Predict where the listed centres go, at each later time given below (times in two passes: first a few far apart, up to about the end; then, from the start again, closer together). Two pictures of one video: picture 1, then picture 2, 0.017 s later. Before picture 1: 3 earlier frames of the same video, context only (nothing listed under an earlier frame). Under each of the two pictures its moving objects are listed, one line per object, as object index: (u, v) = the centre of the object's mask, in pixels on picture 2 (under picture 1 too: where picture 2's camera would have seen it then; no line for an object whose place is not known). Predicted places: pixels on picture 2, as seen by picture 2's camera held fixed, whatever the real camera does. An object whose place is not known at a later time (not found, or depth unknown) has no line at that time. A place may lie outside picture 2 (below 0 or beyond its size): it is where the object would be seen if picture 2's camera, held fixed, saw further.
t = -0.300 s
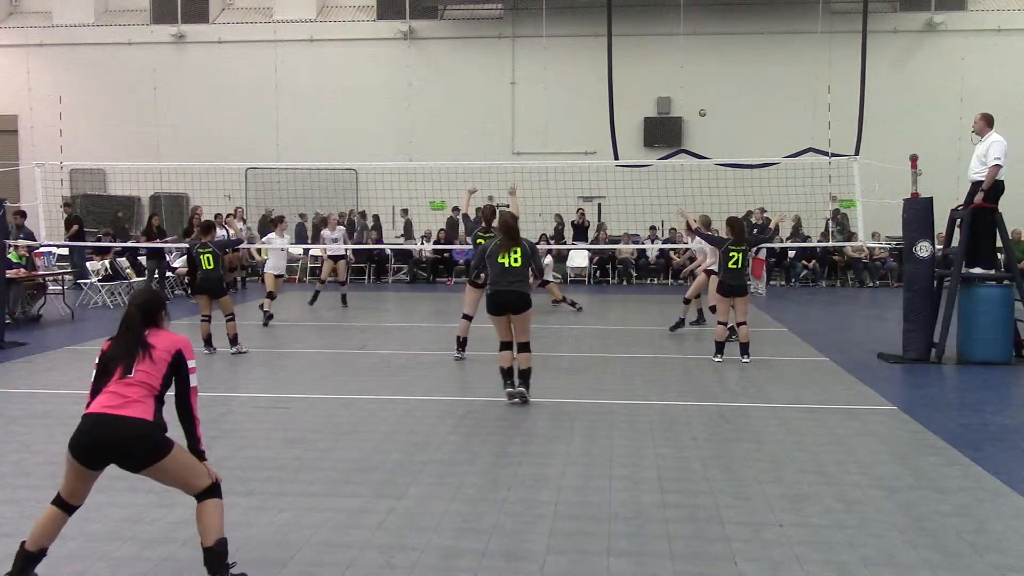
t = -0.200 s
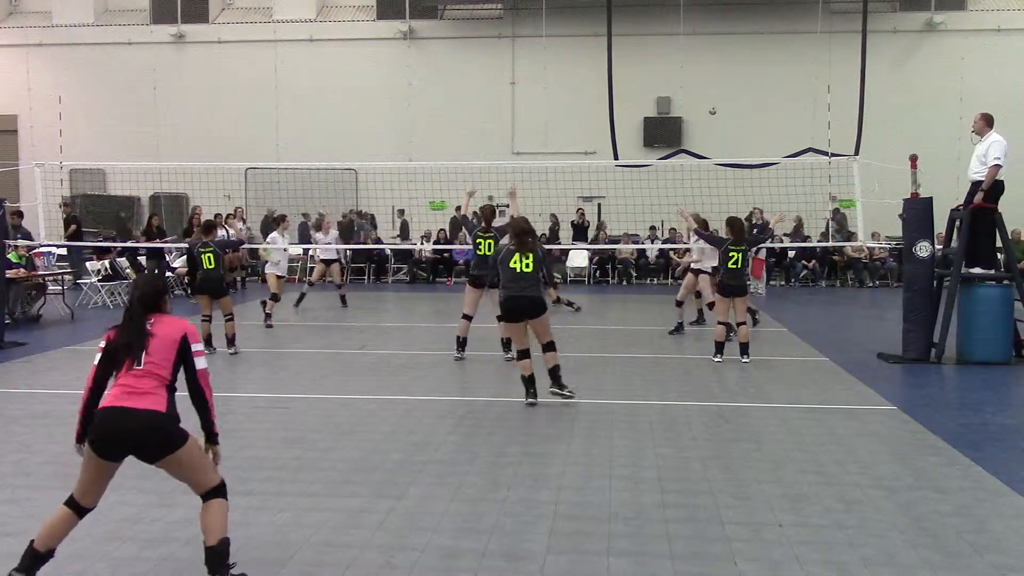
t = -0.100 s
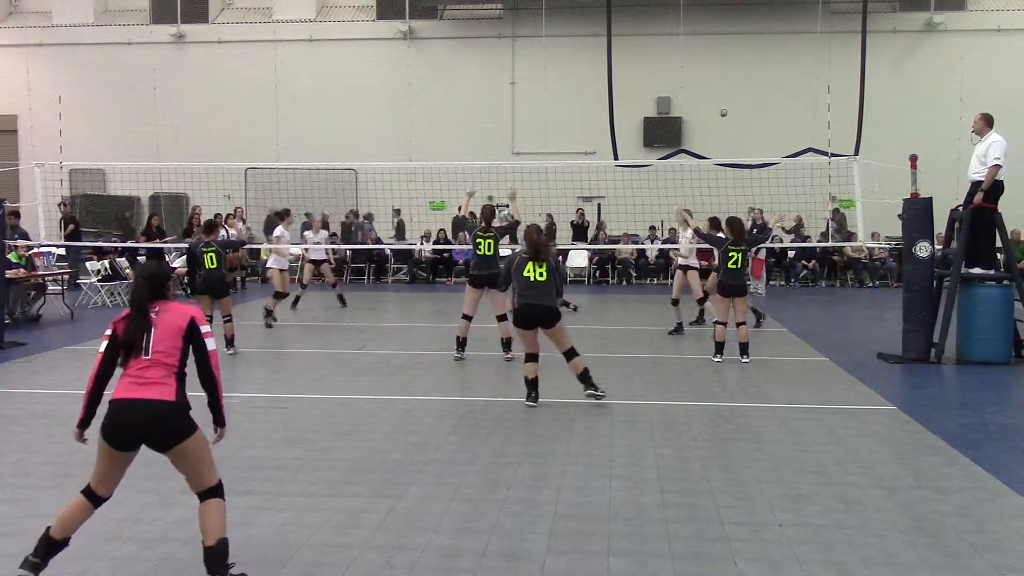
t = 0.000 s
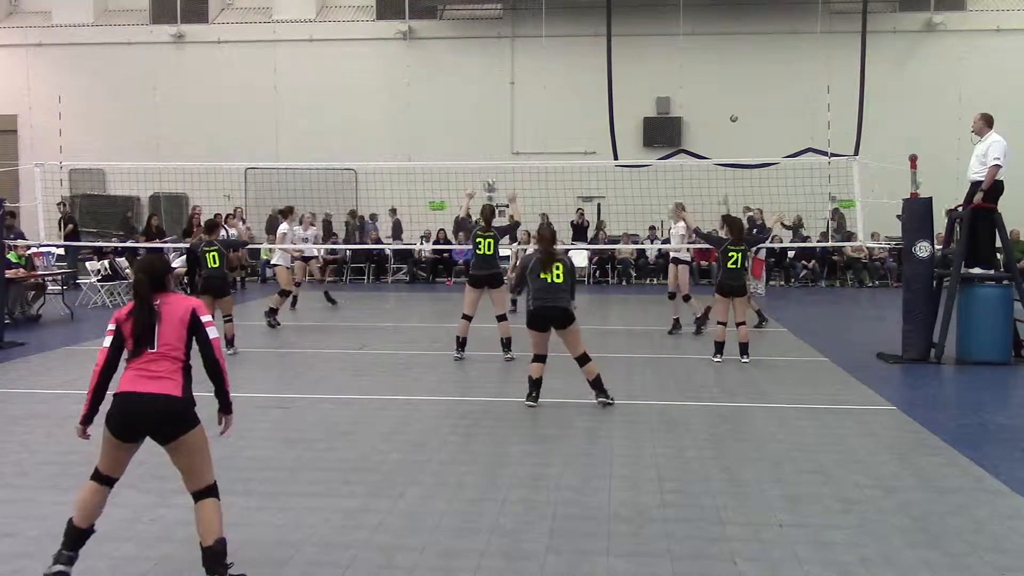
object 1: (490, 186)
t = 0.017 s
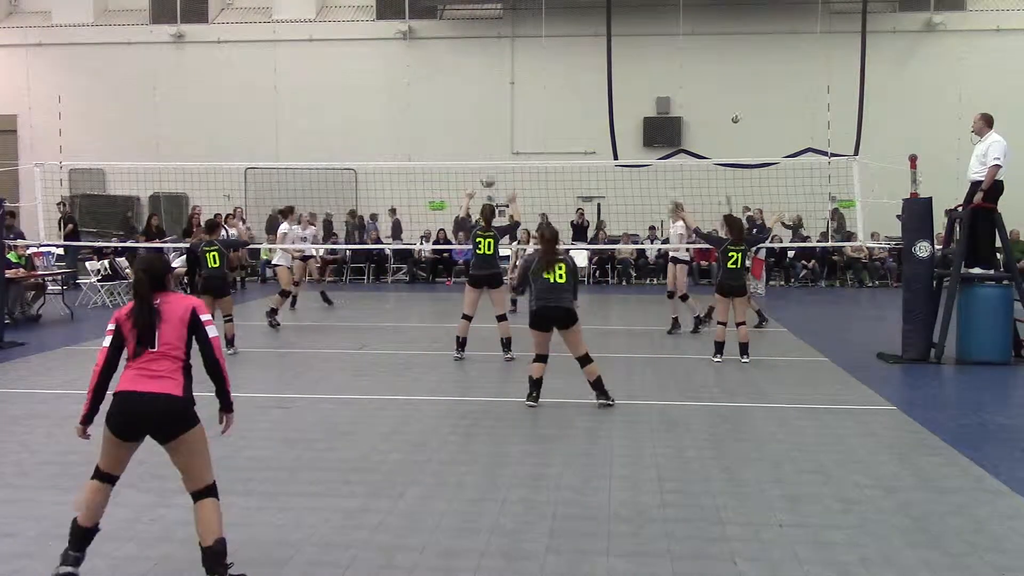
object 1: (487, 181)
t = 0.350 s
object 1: (439, 120)
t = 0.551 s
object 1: (409, 118)
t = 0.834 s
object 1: (363, 158)
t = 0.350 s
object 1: (439, 120)
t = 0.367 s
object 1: (437, 120)
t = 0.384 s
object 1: (434, 118)
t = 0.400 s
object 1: (431, 118)
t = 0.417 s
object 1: (428, 116)
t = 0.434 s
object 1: (426, 116)
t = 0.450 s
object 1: (424, 116)
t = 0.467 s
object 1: (421, 115)
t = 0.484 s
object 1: (418, 117)
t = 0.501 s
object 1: (416, 115)
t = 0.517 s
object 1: (414, 116)
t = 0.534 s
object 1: (411, 117)
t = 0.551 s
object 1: (409, 118)
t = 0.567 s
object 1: (406, 118)
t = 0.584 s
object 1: (403, 119)
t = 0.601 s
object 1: (401, 120)
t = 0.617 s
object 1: (398, 122)
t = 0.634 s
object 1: (395, 123)
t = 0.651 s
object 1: (392, 127)
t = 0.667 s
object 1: (390, 127)
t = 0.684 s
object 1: (387, 129)
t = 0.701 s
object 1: (385, 130)
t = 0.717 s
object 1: (383, 135)
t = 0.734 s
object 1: (380, 137)
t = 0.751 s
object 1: (376, 140)
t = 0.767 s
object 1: (374, 143)
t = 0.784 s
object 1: (372, 146)
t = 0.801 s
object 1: (369, 150)
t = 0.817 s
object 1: (366, 154)
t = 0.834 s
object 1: (363, 158)
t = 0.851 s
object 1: (360, 159)
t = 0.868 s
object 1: (359, 166)
